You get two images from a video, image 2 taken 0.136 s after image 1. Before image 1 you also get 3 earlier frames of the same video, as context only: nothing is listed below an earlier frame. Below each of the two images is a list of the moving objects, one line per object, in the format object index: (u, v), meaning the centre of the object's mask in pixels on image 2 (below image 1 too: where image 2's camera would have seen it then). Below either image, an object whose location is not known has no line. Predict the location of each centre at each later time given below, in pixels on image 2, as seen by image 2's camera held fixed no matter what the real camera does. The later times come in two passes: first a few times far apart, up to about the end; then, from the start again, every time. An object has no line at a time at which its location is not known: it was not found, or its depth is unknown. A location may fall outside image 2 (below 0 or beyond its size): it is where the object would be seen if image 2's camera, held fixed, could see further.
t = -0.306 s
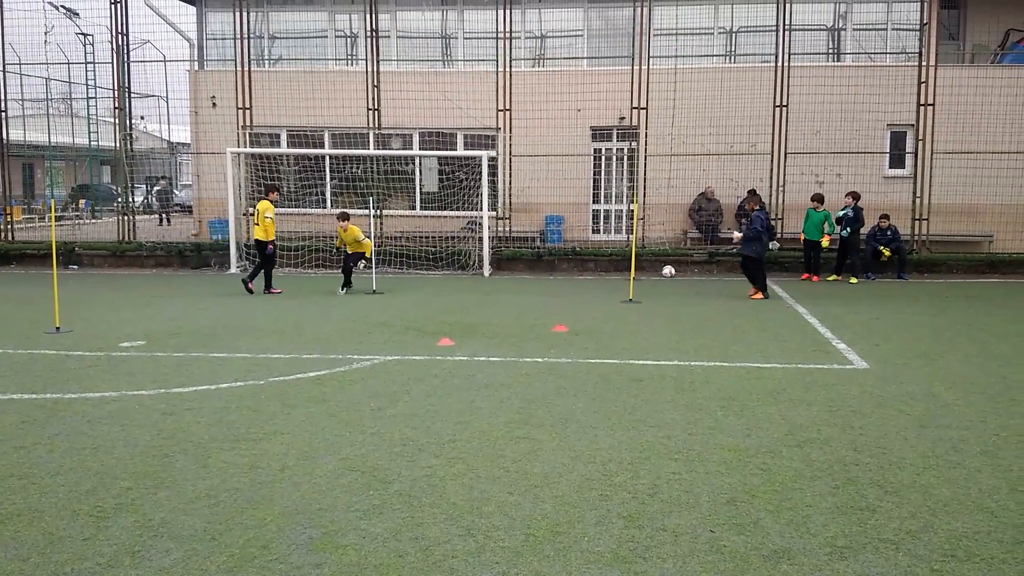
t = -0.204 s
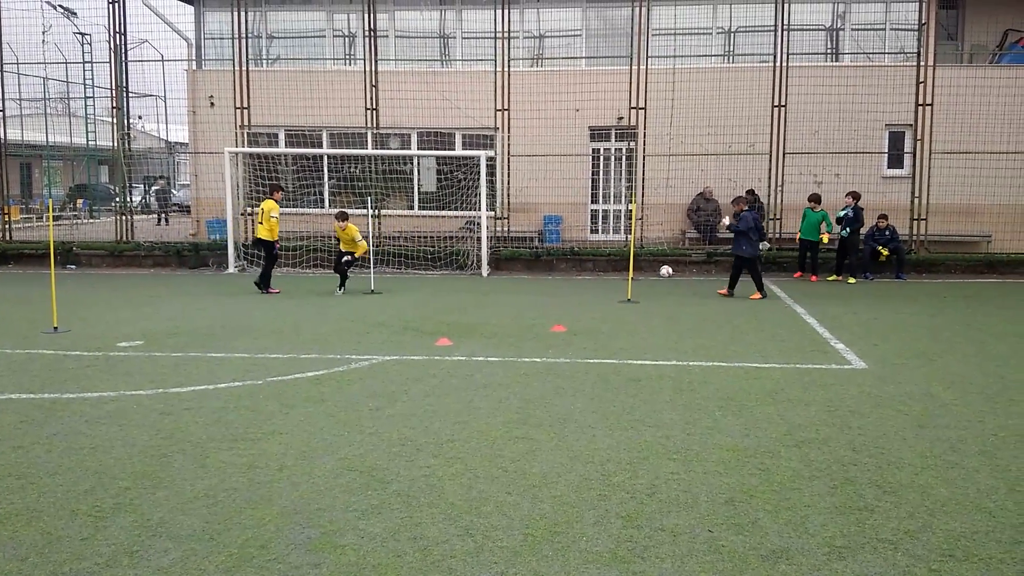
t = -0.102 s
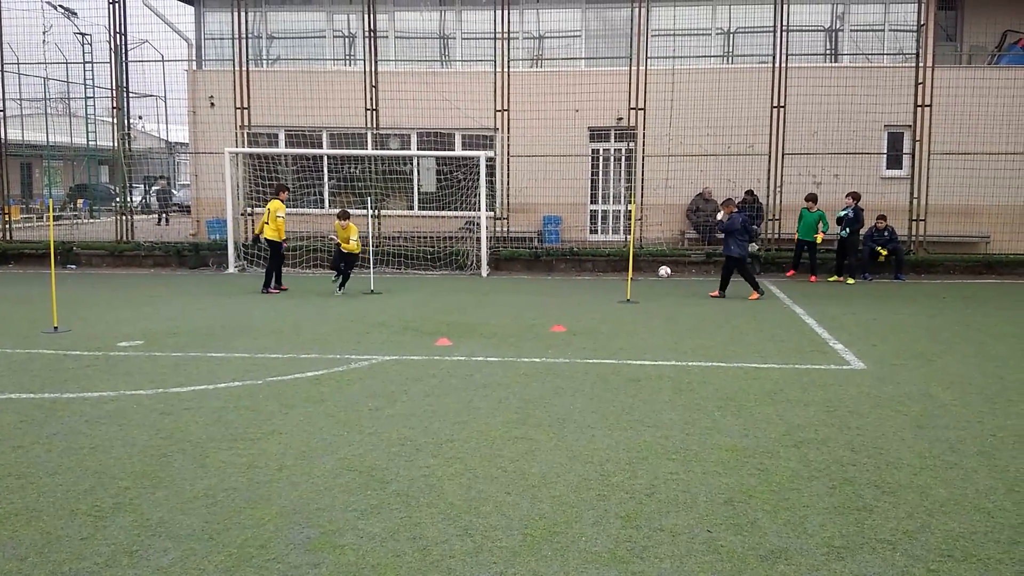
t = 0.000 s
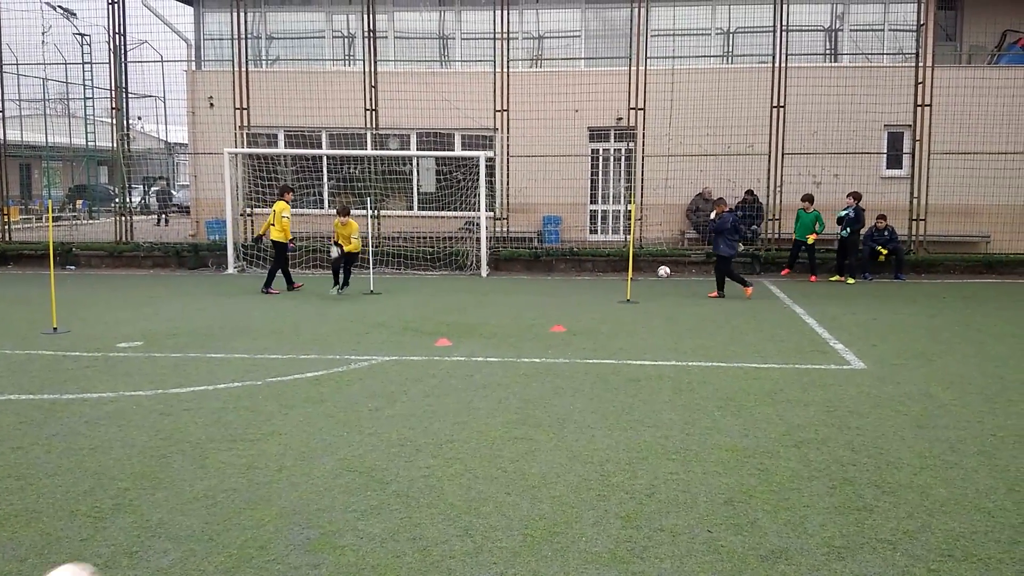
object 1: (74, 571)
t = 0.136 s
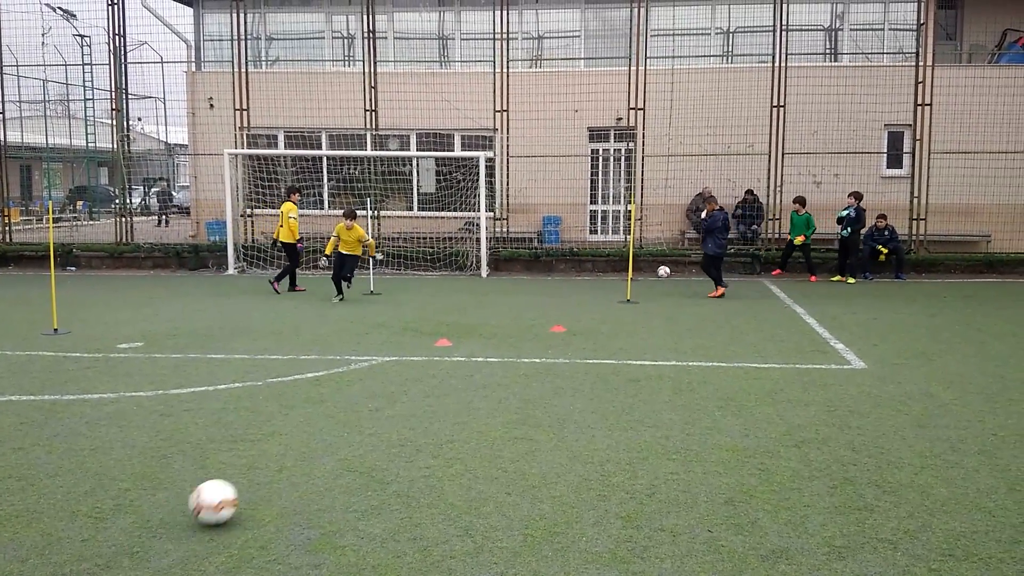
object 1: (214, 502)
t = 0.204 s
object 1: (263, 472)
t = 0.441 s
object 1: (367, 407)
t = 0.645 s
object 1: (421, 368)
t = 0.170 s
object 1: (241, 487)
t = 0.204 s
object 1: (263, 472)
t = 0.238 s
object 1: (282, 460)
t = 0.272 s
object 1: (300, 450)
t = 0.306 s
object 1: (316, 438)
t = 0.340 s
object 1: (331, 429)
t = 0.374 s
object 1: (343, 422)
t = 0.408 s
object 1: (356, 413)
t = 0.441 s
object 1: (367, 407)
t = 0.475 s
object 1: (378, 399)
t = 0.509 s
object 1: (387, 391)
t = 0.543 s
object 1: (396, 385)
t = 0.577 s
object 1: (406, 383)
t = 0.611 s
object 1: (413, 375)
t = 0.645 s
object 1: (421, 368)
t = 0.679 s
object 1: (429, 363)
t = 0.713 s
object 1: (436, 360)
